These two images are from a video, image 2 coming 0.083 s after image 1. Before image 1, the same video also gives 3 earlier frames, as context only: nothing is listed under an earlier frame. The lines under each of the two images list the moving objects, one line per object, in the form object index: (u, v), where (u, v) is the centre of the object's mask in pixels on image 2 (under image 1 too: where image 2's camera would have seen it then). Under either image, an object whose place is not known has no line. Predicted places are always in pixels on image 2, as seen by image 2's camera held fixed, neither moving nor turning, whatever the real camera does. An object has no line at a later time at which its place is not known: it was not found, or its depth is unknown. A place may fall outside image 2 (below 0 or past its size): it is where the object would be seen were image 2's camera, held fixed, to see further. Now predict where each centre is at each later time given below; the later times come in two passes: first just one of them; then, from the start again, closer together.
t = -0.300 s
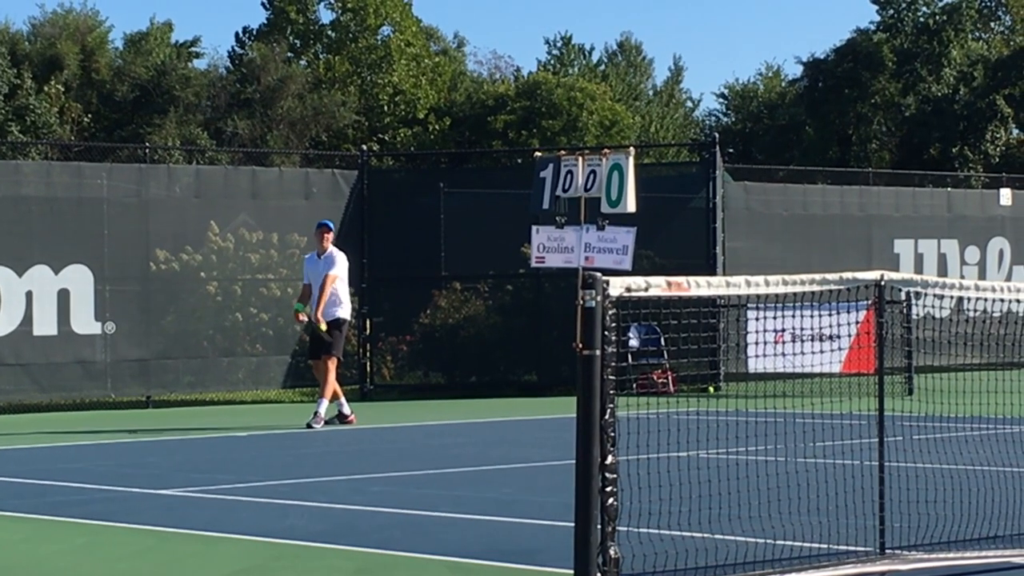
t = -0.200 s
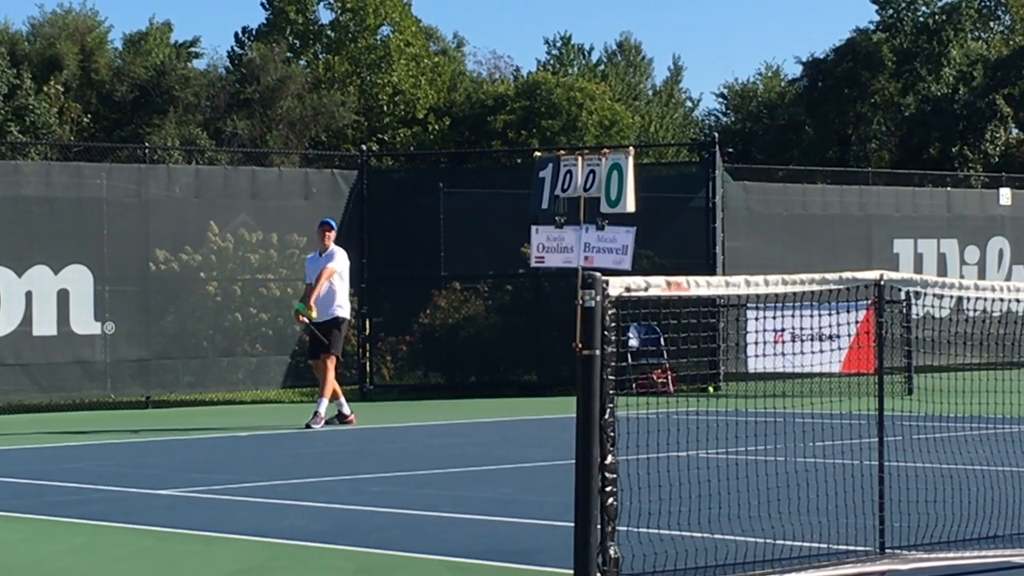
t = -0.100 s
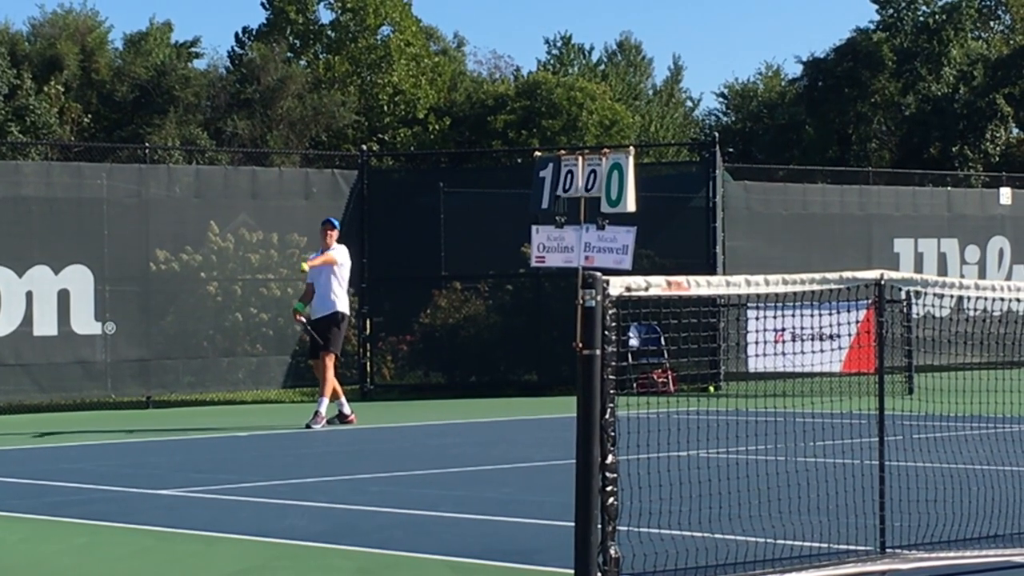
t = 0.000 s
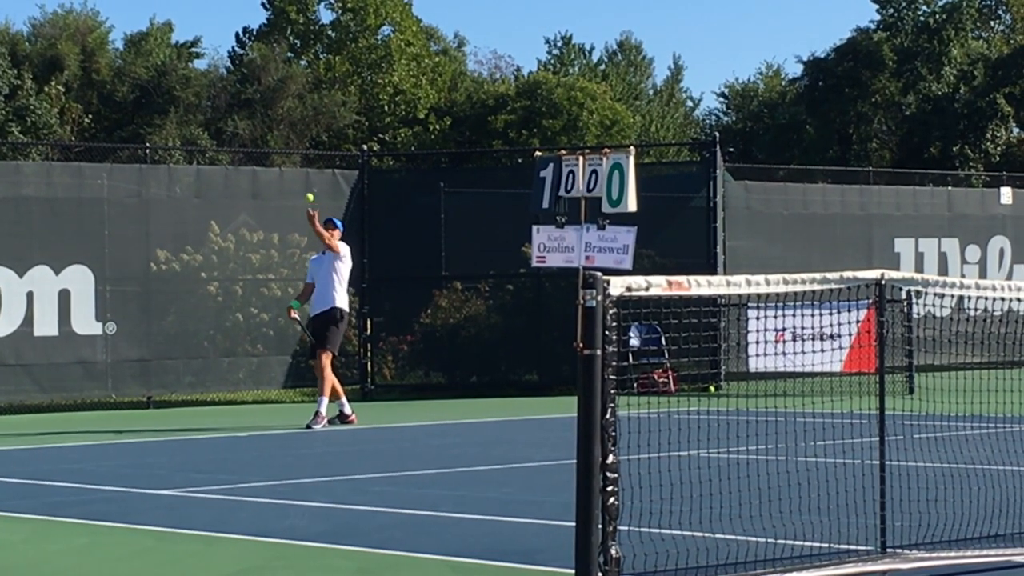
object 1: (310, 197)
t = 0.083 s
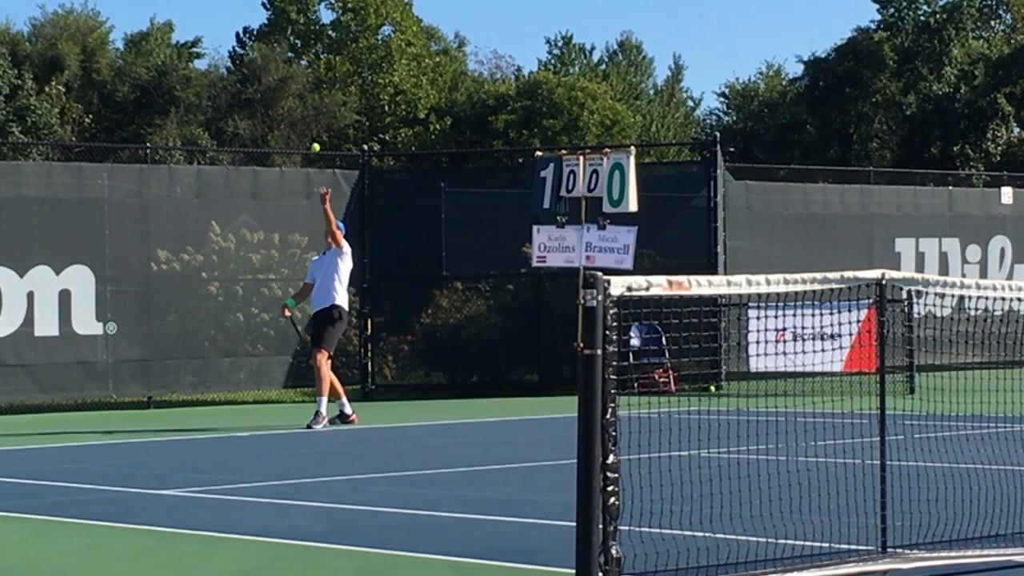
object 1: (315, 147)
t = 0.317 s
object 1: (332, 49)
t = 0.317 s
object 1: (332, 49)
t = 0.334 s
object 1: (333, 44)
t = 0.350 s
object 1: (334, 39)
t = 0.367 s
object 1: (335, 35)
